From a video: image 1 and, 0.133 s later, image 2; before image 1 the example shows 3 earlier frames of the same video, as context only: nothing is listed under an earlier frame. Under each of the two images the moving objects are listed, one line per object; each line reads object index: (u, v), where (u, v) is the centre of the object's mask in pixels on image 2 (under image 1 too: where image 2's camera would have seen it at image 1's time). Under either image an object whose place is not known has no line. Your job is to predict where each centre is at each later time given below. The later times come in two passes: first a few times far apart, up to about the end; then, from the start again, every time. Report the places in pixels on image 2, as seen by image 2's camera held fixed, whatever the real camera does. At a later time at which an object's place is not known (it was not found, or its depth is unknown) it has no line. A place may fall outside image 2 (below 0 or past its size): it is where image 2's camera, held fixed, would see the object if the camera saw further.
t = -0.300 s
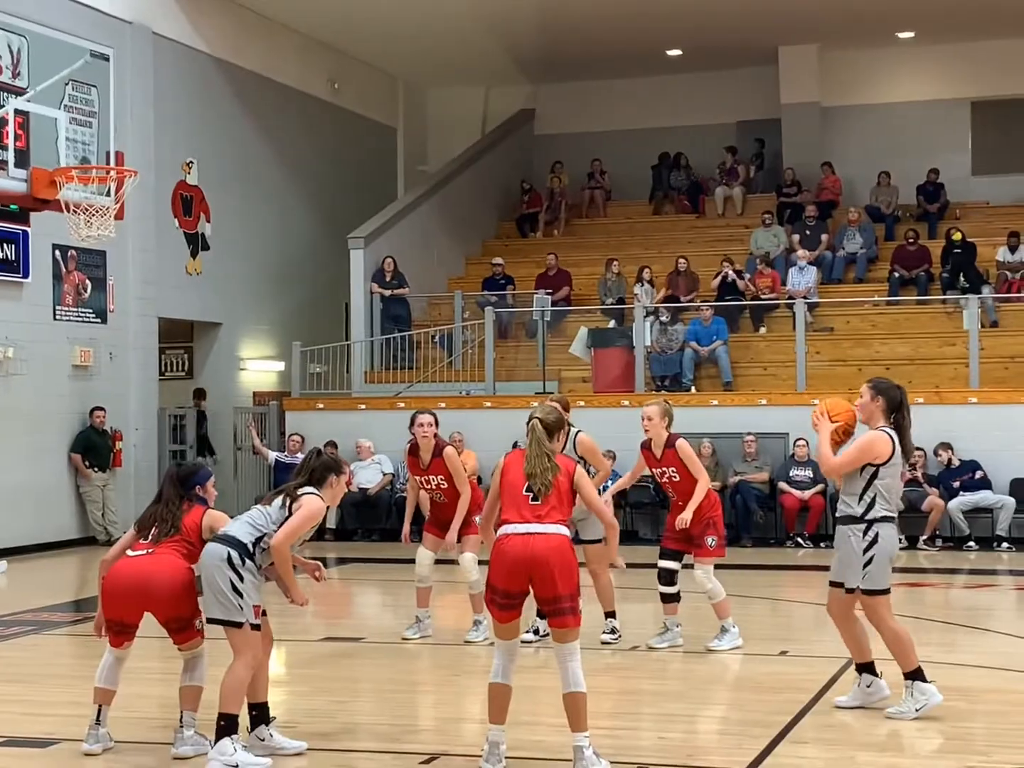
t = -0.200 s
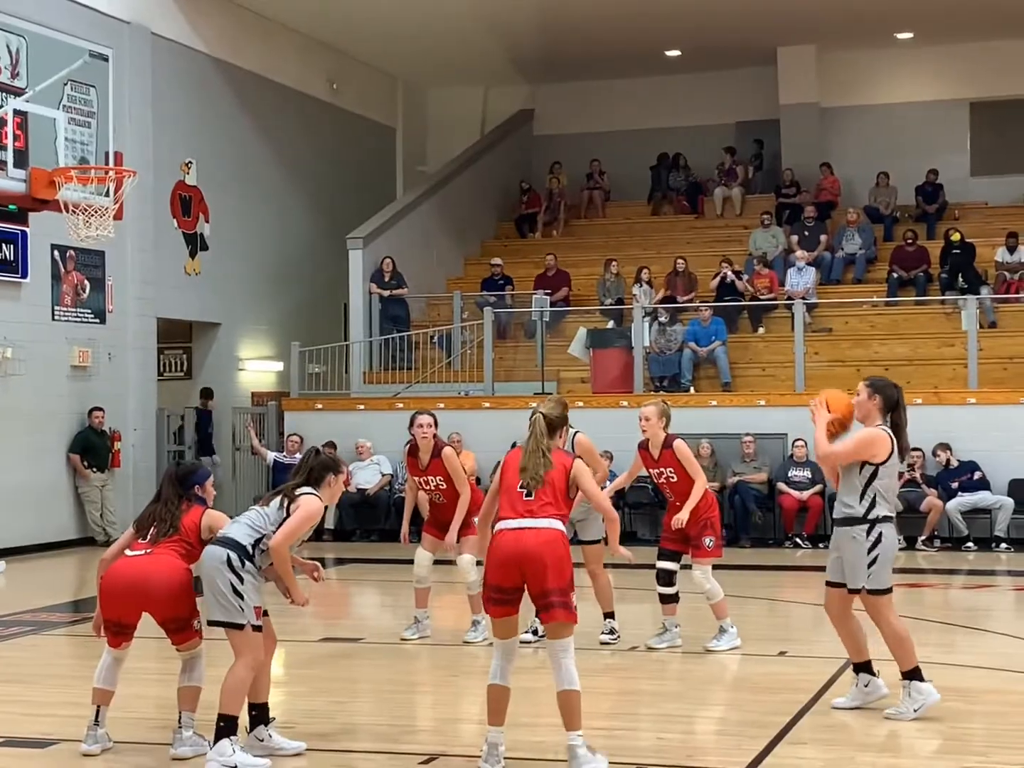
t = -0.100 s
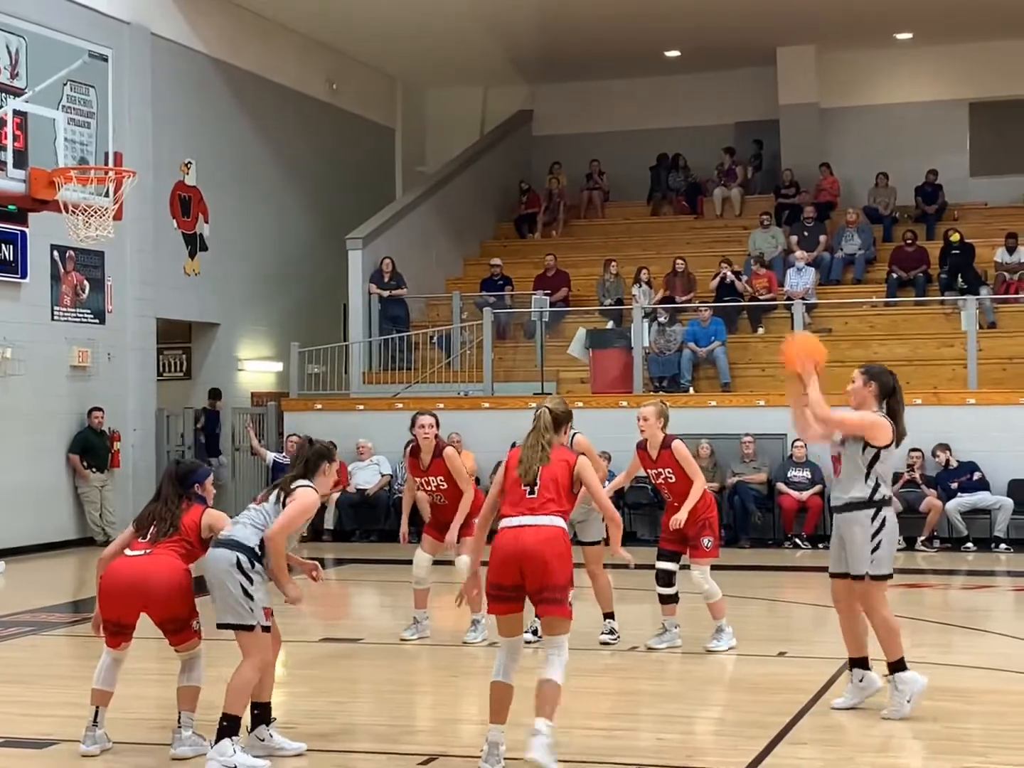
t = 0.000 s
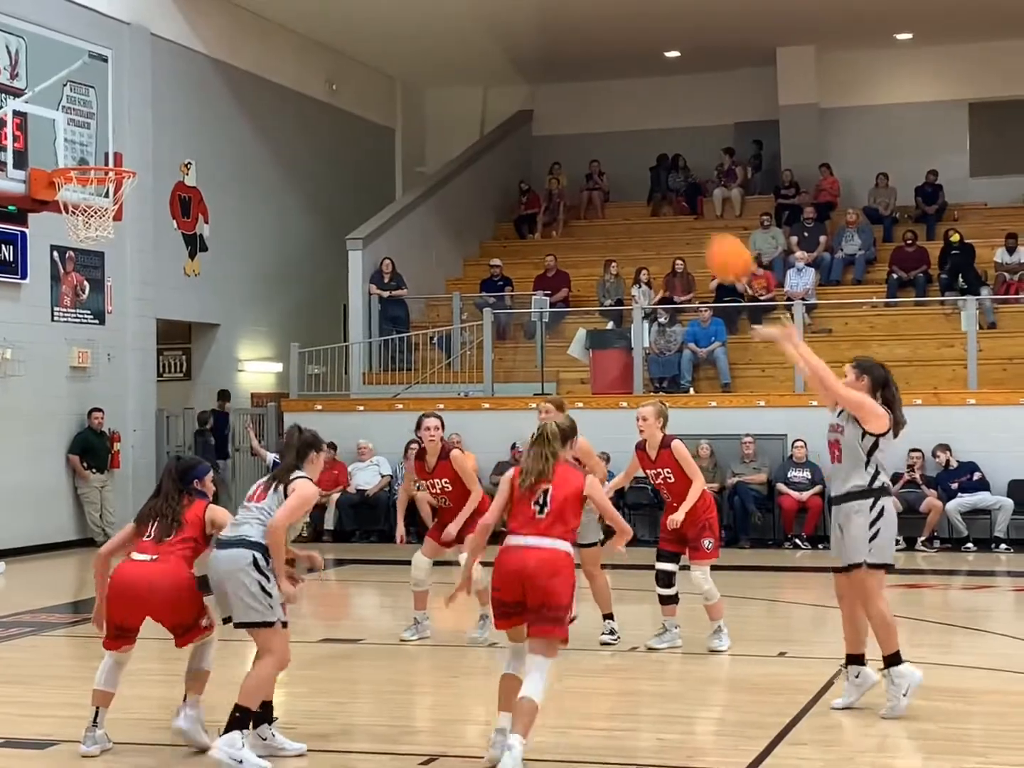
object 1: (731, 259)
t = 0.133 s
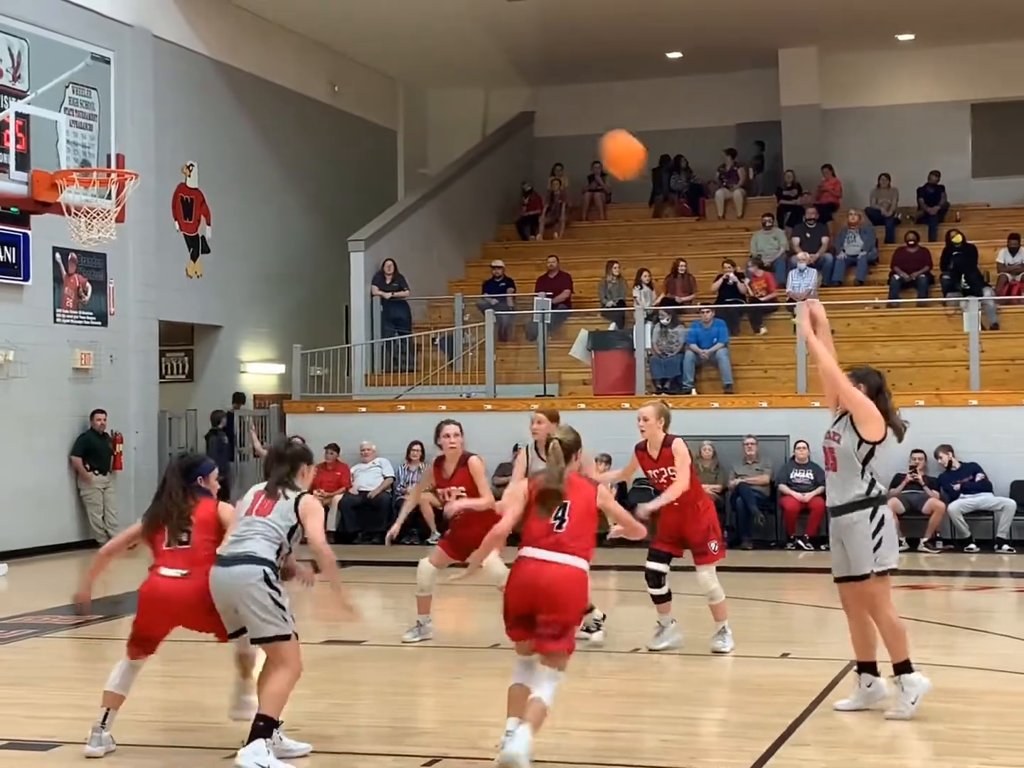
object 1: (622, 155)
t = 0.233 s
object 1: (545, 99)
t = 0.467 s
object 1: (374, 39)
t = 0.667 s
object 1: (236, 62)
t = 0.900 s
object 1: (88, 168)
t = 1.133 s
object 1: (127, 320)
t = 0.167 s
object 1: (595, 134)
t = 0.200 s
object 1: (570, 115)
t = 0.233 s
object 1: (545, 99)
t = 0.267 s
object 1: (520, 85)
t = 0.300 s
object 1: (495, 72)
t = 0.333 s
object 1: (470, 62)
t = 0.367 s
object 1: (446, 53)
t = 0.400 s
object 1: (422, 47)
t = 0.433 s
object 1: (398, 42)
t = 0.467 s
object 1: (374, 39)
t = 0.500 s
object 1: (349, 40)
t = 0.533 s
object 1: (326, 40)
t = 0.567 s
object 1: (304, 42)
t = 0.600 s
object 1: (281, 46)
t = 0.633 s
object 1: (258, 53)
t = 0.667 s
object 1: (236, 62)
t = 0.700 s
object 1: (215, 72)
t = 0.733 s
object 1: (193, 84)
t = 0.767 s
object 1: (171, 97)
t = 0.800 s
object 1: (149, 113)
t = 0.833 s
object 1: (133, 129)
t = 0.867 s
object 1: (109, 148)
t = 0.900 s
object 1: (88, 168)
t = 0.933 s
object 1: (74, 189)
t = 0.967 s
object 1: (82, 211)
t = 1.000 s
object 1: (91, 228)
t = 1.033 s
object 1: (102, 250)
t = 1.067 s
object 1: (111, 272)
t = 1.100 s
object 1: (120, 296)
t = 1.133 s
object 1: (127, 320)
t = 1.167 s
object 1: (134, 345)
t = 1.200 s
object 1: (142, 373)
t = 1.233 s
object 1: (149, 402)
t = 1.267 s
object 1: (157, 433)
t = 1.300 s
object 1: (164, 466)
